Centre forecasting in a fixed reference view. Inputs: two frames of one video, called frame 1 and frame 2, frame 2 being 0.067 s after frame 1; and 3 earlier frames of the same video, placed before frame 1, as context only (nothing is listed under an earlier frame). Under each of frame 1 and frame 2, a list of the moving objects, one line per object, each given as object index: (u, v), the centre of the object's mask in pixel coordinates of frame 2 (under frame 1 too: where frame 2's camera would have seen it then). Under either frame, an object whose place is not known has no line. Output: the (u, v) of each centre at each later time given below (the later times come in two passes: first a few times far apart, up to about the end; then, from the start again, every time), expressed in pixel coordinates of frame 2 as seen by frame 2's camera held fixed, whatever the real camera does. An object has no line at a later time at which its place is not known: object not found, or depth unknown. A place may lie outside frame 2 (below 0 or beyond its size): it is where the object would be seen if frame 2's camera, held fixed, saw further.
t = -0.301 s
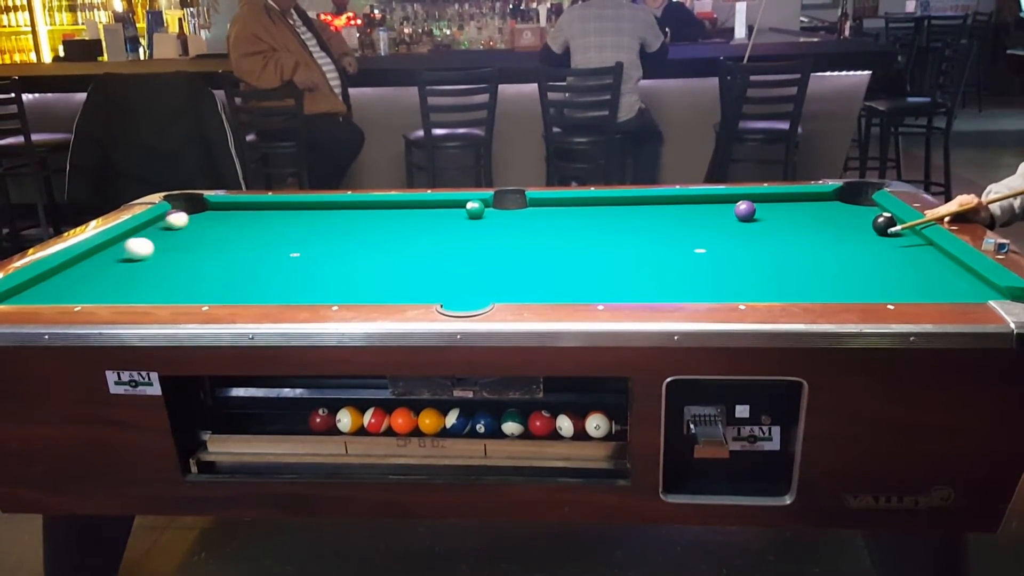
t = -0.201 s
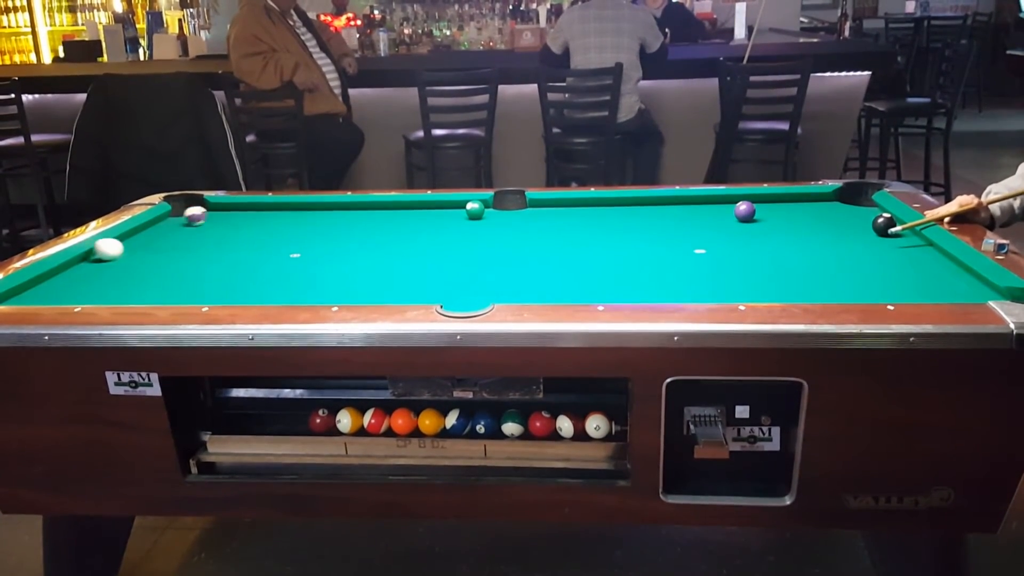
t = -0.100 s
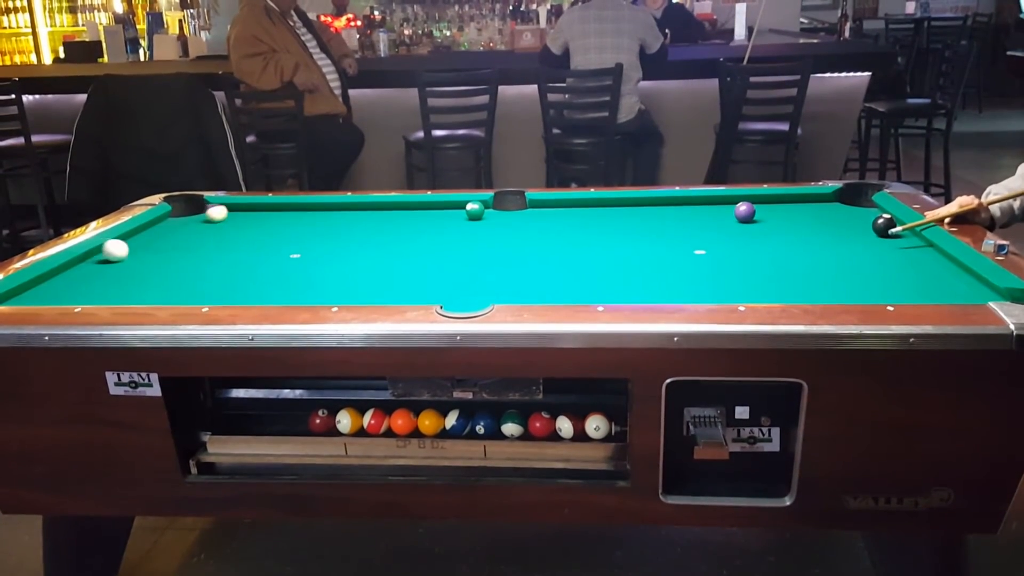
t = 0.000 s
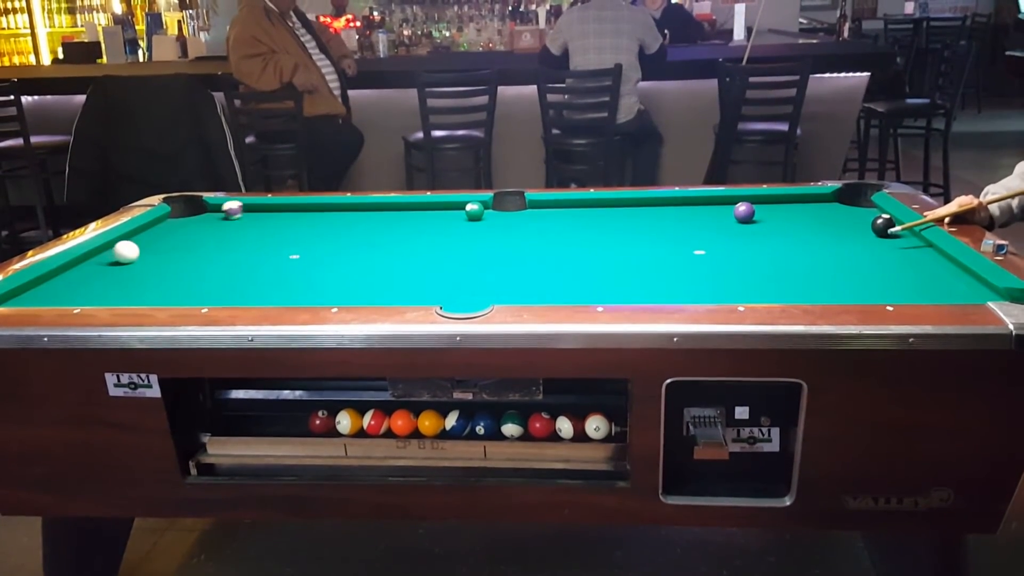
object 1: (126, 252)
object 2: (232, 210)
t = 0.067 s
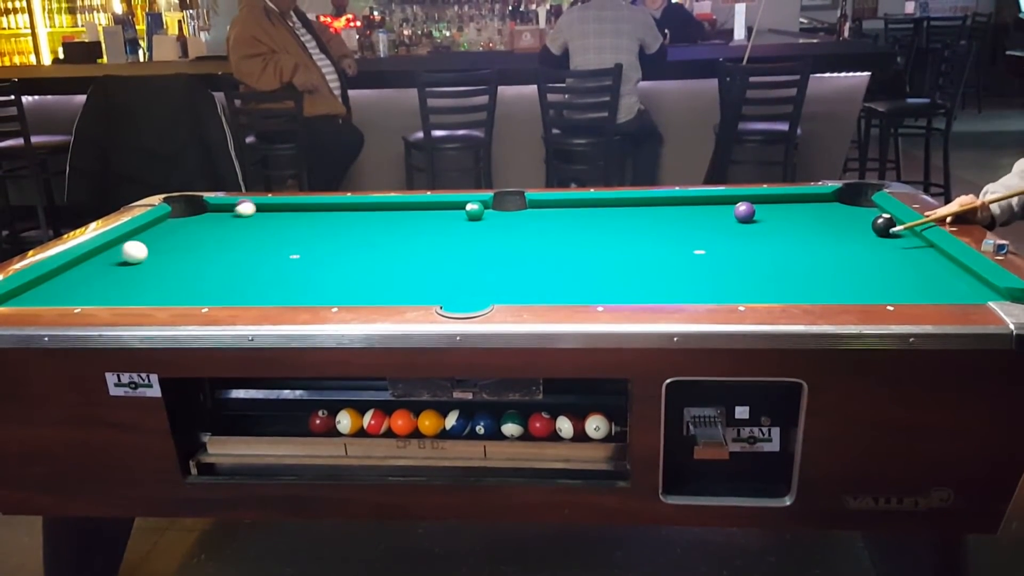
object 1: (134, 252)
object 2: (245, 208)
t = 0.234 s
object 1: (153, 253)
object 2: (263, 209)
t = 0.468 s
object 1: (178, 255)
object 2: (283, 212)
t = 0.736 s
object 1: (207, 256)
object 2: (308, 217)
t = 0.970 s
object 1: (229, 257)
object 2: (328, 221)
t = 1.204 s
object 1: (250, 258)
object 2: (348, 224)
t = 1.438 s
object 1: (269, 259)
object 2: (367, 227)
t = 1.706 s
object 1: (289, 259)
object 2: (390, 231)
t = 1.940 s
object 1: (305, 260)
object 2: (408, 235)
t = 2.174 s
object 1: (320, 260)
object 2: (426, 237)
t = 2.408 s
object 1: (332, 260)
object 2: (442, 240)
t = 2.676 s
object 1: (344, 260)
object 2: (460, 243)
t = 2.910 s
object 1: (352, 259)
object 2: (474, 245)
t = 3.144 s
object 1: (357, 260)
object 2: (487, 248)
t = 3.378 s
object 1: (358, 260)
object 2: (498, 249)
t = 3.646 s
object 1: (354, 260)
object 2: (509, 251)
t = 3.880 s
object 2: (517, 252)
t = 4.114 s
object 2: (524, 252)
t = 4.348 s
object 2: (528, 253)
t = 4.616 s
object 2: (532, 254)
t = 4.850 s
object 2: (532, 254)
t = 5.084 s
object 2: (532, 254)
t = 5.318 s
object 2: (531, 254)
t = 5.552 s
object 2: (531, 254)
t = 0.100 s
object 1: (138, 252)
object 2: (251, 208)
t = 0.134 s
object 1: (142, 253)
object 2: (253, 208)
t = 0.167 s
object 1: (146, 253)
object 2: (256, 208)
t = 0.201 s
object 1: (149, 253)
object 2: (259, 208)
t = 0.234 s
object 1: (153, 253)
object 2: (263, 209)
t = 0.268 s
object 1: (157, 253)
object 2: (266, 210)
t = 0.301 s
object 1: (160, 253)
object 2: (268, 210)
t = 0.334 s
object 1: (164, 254)
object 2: (271, 210)
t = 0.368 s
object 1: (168, 254)
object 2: (275, 211)
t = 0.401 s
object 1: (171, 254)
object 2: (278, 212)
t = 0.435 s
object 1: (175, 254)
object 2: (281, 212)
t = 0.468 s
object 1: (178, 255)
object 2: (283, 212)
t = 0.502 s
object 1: (182, 255)
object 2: (287, 213)
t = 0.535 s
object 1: (186, 255)
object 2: (290, 214)
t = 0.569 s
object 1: (189, 255)
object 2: (293, 215)
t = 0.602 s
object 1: (193, 255)
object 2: (295, 215)
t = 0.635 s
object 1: (196, 255)
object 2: (298, 215)
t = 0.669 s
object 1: (200, 256)
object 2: (301, 216)
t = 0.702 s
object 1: (203, 256)
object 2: (305, 217)
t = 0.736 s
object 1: (207, 256)
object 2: (308, 217)
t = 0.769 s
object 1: (210, 256)
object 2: (311, 218)
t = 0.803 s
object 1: (213, 256)
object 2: (313, 218)
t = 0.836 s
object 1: (216, 256)
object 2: (317, 218)
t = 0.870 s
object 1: (220, 256)
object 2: (320, 219)
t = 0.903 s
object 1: (223, 257)
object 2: (323, 220)
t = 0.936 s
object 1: (226, 257)
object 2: (326, 220)
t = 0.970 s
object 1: (229, 257)
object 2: (328, 221)
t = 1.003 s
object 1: (232, 257)
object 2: (331, 221)
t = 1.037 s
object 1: (235, 257)
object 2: (334, 221)
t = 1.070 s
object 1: (238, 257)
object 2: (337, 222)
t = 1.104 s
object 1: (241, 257)
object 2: (341, 223)
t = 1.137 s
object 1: (244, 258)
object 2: (343, 224)
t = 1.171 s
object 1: (247, 258)
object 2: (346, 224)
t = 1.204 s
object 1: (250, 258)
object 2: (348, 224)
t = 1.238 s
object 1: (253, 258)
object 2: (351, 224)
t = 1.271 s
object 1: (256, 258)
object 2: (355, 225)
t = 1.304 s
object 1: (258, 258)
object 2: (358, 226)
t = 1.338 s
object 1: (261, 258)
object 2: (361, 226)
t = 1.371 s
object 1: (264, 258)
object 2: (363, 227)
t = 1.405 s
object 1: (267, 259)
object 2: (365, 227)
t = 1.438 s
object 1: (269, 259)
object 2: (367, 227)
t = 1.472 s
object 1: (272, 259)
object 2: (370, 228)
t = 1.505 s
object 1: (275, 259)
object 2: (374, 228)
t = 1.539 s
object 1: (277, 259)
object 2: (377, 229)
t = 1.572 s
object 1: (280, 259)
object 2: (380, 230)
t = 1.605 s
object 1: (282, 259)
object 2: (383, 230)
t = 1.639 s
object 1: (285, 259)
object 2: (385, 231)
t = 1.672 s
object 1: (287, 259)
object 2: (387, 231)
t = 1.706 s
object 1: (289, 259)
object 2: (390, 231)
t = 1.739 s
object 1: (292, 259)
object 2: (392, 231)
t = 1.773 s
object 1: (294, 259)
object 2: (396, 232)
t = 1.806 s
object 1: (296, 259)
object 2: (399, 232)
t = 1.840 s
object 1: (299, 259)
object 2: (401, 233)
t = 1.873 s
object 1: (301, 260)
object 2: (404, 234)
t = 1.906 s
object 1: (303, 259)
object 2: (406, 234)
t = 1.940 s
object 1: (305, 260)
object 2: (408, 235)
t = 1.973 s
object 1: (307, 260)
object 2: (410, 235)
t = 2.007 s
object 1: (309, 260)
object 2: (413, 235)
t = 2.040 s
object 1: (312, 260)
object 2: (415, 235)
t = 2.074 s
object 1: (314, 260)
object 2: (418, 236)
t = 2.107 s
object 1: (316, 260)
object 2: (421, 236)
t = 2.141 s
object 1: (318, 260)
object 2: (424, 237)
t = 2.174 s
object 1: (320, 260)
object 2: (426, 237)
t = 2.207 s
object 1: (322, 260)
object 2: (428, 238)
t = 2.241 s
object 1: (323, 260)
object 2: (431, 239)
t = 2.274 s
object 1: (325, 260)
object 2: (433, 239)
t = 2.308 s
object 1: (327, 260)
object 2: (435, 239)
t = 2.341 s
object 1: (329, 260)
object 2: (437, 239)
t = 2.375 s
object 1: (330, 260)
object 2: (440, 239)
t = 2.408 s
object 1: (332, 260)
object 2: (442, 240)
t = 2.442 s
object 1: (334, 260)
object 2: (445, 240)
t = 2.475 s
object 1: (335, 260)
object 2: (447, 240)
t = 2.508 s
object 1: (337, 260)
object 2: (449, 241)
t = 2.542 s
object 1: (338, 260)
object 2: (452, 241)
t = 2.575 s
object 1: (340, 260)
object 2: (453, 242)
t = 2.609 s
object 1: (341, 260)
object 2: (456, 242)
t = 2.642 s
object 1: (343, 260)
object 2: (458, 243)
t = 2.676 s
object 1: (344, 260)
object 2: (460, 243)
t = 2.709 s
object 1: (345, 260)
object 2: (462, 243)
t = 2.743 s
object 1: (347, 260)
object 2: (464, 243)
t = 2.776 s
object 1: (348, 260)
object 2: (466, 243)
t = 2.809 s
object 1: (349, 260)
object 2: (468, 244)
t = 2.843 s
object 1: (350, 260)
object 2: (470, 244)
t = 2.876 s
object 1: (351, 260)
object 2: (472, 244)
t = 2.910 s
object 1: (352, 259)
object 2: (474, 245)
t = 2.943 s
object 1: (353, 260)
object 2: (476, 245)
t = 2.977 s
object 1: (354, 260)
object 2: (478, 246)
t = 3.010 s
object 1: (355, 260)
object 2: (480, 246)
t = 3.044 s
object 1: (356, 260)
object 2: (482, 247)
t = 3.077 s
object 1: (357, 260)
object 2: (484, 247)
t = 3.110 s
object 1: (357, 260)
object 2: (485, 247)
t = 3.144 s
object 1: (357, 260)
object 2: (487, 248)
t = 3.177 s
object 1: (358, 260)
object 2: (489, 248)
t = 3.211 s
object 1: (358, 260)
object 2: (490, 248)
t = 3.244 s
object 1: (358, 260)
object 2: (492, 248)
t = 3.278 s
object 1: (358, 260)
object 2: (493, 248)
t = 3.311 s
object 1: (358, 260)
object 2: (495, 248)
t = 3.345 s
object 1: (358, 260)
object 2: (497, 249)
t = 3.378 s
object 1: (358, 260)
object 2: (498, 249)
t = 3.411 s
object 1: (357, 259)
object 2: (500, 249)
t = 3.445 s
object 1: (357, 260)
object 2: (501, 249)
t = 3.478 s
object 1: (356, 260)
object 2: (503, 249)
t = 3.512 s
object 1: (356, 260)
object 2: (504, 250)
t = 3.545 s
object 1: (355, 260)
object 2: (505, 250)
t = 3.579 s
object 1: (355, 260)
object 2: (507, 250)
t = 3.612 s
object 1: (355, 260)
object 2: (508, 251)
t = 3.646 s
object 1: (354, 260)
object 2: (509, 251)
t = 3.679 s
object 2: (510, 251)
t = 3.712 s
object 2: (511, 251)
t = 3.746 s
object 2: (513, 252)
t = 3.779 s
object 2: (514, 252)
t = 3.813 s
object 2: (515, 252)
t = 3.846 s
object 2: (516, 252)
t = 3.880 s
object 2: (517, 252)
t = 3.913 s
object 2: (518, 252)
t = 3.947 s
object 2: (519, 252)
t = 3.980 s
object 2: (520, 252)
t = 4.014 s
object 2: (521, 253)
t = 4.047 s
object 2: (522, 253)
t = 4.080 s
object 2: (523, 253)
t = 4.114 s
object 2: (524, 252)
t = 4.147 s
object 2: (525, 253)
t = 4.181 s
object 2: (525, 253)
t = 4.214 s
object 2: (526, 253)
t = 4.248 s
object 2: (527, 253)
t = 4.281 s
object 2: (527, 253)
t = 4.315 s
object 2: (528, 253)
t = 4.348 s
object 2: (528, 253)
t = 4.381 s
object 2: (529, 253)
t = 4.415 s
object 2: (529, 254)
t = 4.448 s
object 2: (530, 253)
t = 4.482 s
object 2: (530, 254)
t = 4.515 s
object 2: (530, 254)
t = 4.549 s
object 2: (531, 254)
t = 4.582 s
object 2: (531, 254)
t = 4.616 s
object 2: (532, 254)
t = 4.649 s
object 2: (532, 254)
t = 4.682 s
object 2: (532, 254)
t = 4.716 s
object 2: (532, 254)
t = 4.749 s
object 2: (532, 254)
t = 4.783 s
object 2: (532, 254)
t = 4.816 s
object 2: (532, 254)
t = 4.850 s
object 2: (532, 254)
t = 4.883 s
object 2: (532, 254)
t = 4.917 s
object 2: (532, 254)
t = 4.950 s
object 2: (532, 254)
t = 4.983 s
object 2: (532, 254)
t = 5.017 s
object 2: (532, 254)
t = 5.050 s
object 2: (532, 254)
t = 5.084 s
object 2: (532, 254)
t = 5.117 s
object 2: (531, 254)
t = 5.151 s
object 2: (531, 254)
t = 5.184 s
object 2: (531, 254)
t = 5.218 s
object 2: (531, 254)
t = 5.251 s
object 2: (531, 254)
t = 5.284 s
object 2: (531, 254)
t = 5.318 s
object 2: (531, 254)
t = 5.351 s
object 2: (532, 254)
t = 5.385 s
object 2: (531, 254)
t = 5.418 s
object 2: (531, 254)
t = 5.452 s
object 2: (531, 254)
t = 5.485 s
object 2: (531, 254)
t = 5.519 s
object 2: (531, 254)
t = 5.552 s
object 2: (531, 254)
